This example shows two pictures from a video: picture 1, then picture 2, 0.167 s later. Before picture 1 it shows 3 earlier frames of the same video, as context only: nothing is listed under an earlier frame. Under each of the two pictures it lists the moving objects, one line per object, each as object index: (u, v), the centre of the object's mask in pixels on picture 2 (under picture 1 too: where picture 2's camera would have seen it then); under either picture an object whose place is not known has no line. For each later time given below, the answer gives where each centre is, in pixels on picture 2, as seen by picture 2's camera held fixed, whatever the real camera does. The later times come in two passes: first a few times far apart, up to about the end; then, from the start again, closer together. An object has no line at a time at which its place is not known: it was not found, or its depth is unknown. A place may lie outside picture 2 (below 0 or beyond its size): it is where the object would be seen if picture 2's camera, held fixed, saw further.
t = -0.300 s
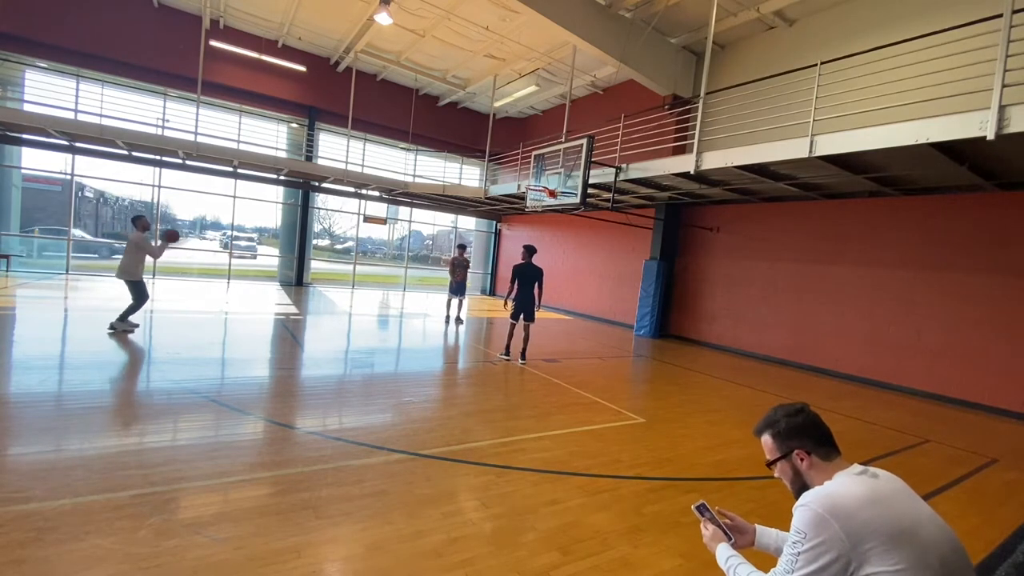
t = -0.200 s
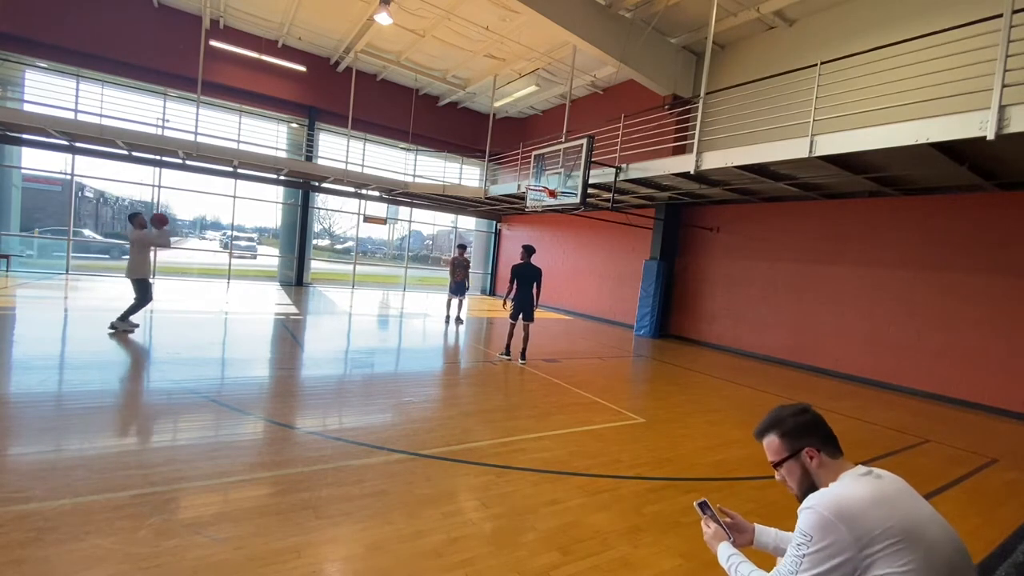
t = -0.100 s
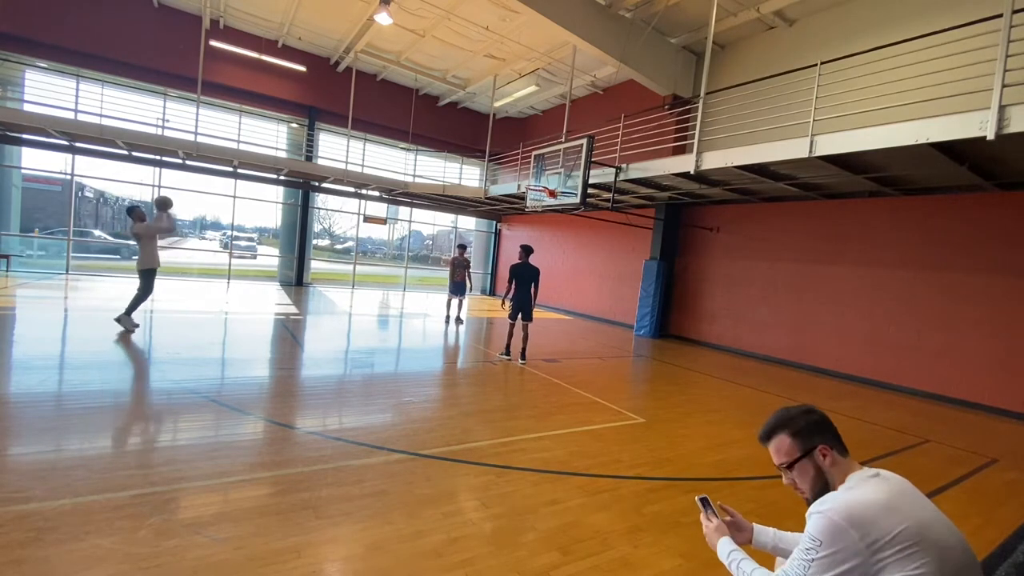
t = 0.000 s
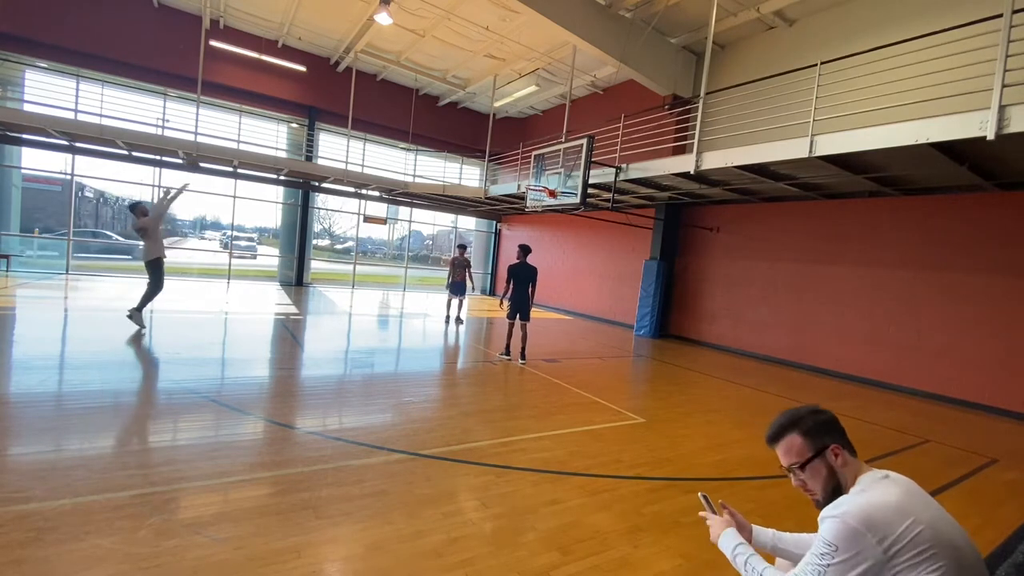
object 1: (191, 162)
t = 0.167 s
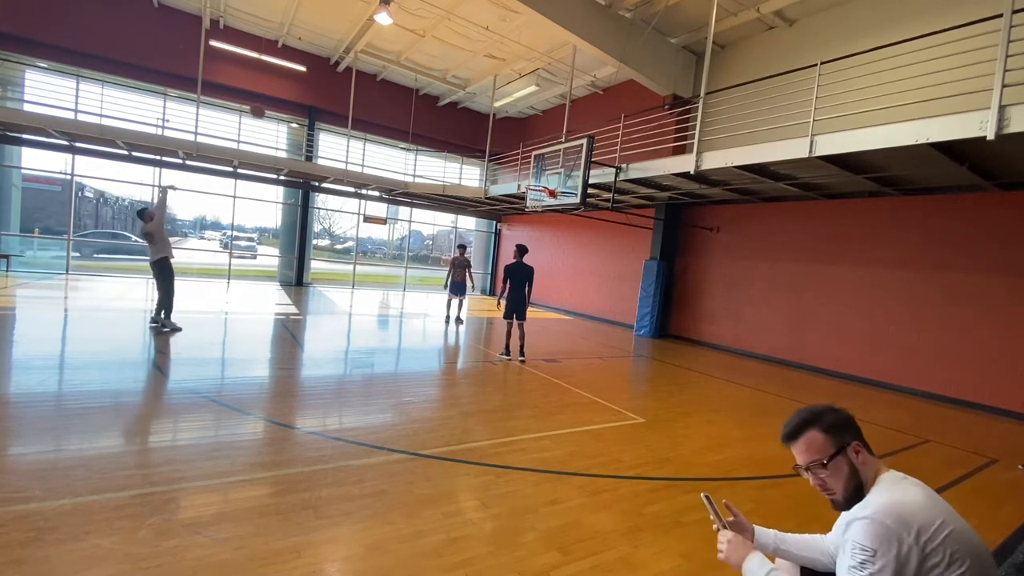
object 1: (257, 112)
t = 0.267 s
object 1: (293, 91)
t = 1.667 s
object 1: (557, 112)
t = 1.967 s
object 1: (563, 108)
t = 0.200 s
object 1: (268, 102)
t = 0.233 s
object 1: (280, 98)
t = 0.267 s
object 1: (293, 91)
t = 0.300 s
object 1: (304, 83)
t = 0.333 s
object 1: (315, 78)
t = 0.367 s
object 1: (326, 74)
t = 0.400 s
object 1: (334, 72)
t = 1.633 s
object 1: (555, 116)
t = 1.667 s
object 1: (557, 112)
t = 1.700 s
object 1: (557, 111)
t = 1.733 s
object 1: (557, 108)
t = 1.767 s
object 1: (558, 106)
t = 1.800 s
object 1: (559, 105)
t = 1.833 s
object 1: (560, 104)
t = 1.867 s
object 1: (561, 104)
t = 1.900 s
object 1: (562, 104)
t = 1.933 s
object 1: (562, 106)
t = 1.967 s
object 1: (563, 108)
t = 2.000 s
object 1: (564, 110)
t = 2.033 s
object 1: (565, 113)
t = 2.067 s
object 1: (565, 117)
